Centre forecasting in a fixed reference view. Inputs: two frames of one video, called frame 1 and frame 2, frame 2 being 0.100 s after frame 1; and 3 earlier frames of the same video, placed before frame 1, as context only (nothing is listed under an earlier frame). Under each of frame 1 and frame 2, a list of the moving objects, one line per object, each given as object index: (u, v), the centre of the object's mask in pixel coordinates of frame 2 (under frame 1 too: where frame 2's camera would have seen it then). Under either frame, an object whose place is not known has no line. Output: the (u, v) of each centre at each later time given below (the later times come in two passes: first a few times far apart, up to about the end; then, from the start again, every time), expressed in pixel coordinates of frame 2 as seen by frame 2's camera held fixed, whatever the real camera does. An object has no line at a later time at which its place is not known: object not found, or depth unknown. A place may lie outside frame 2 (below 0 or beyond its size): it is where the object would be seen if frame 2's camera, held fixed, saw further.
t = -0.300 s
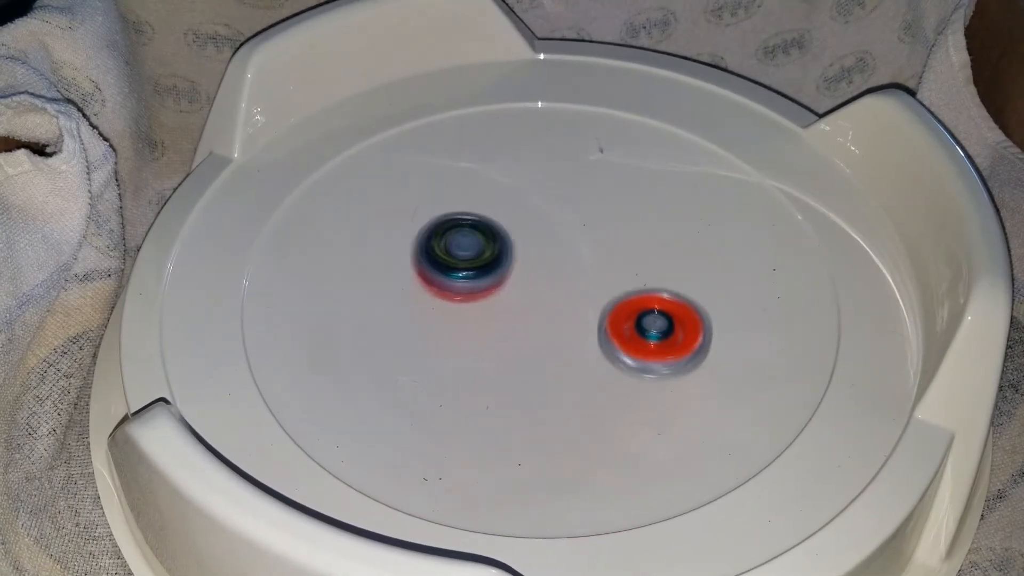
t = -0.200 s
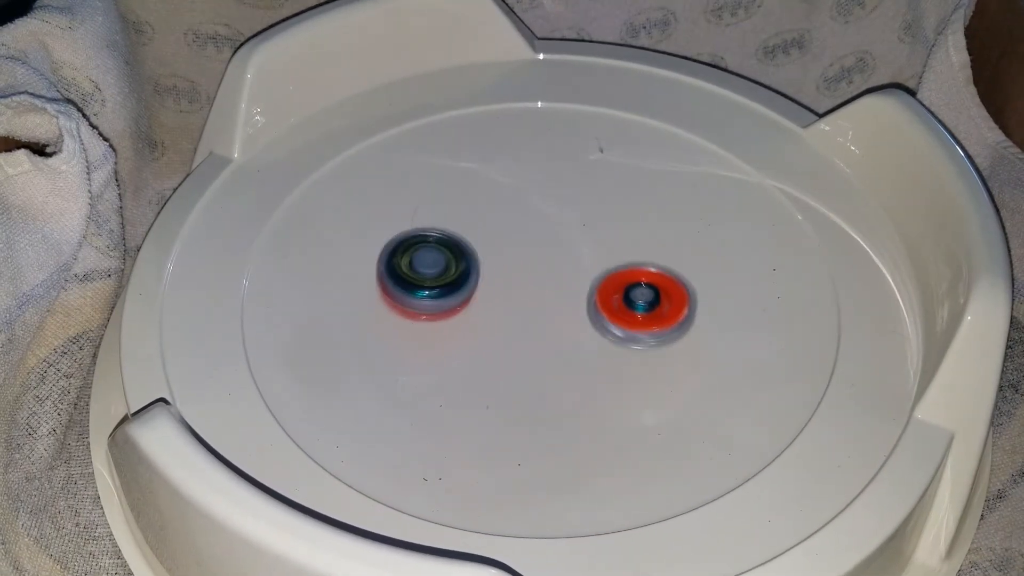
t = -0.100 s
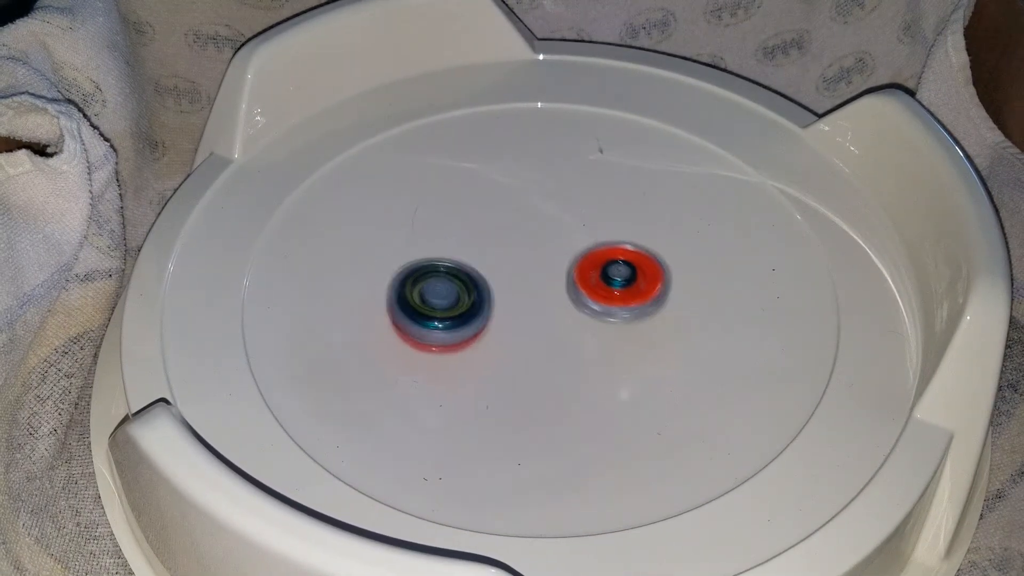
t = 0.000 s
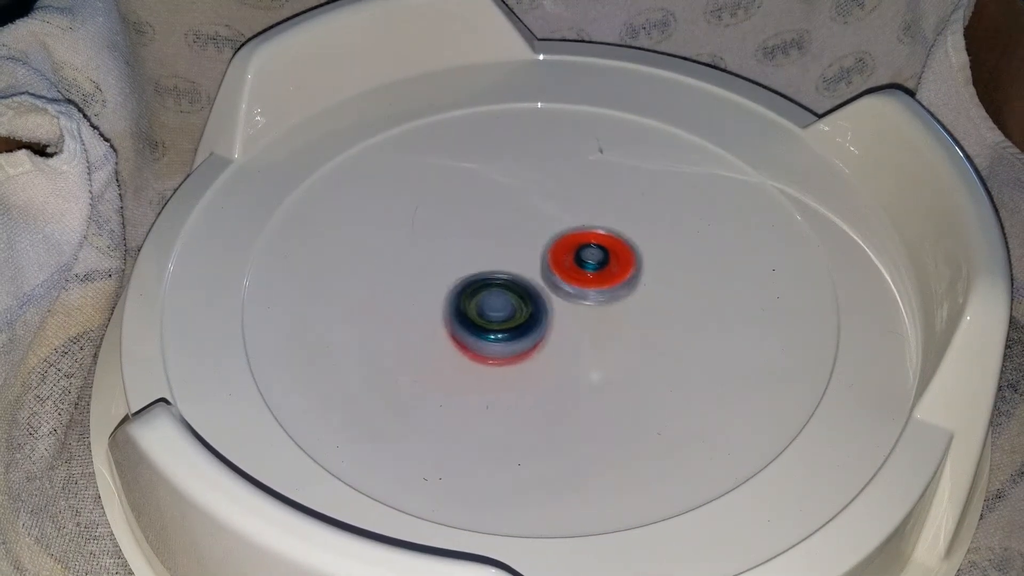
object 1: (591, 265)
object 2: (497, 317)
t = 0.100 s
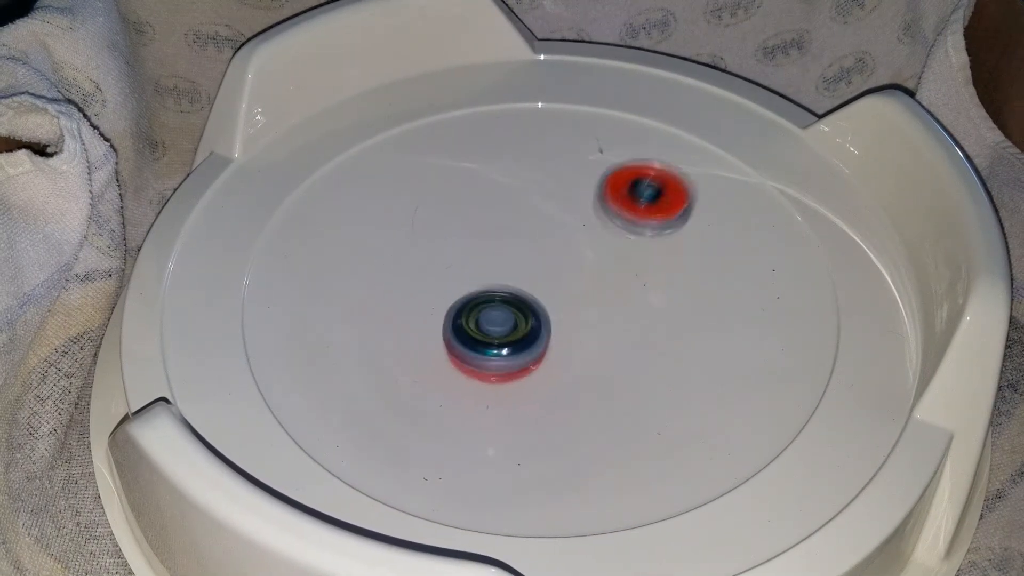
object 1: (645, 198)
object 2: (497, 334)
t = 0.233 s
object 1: (656, 139)
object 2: (513, 342)
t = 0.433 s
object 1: (567, 125)
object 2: (530, 295)
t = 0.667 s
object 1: (498, 171)
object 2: (467, 248)
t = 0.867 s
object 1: (500, 187)
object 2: (447, 326)
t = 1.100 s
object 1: (506, 253)
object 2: (574, 334)
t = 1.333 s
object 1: (457, 246)
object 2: (661, 274)
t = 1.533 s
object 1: (463, 289)
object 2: (592, 240)
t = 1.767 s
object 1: (457, 360)
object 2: (496, 254)
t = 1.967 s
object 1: (489, 407)
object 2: (471, 266)
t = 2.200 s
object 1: (537, 404)
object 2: (530, 296)
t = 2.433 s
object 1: (557, 360)
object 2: (585, 274)
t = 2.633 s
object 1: (534, 326)
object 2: (563, 240)
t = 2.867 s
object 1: (496, 316)
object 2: (508, 223)
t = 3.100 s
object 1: (486, 320)
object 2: (487, 235)
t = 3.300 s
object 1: (492, 325)
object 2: (509, 246)
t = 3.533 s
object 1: (506, 337)
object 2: (538, 252)
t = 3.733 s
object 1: (518, 336)
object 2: (568, 267)
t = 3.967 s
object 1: (519, 339)
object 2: (580, 265)
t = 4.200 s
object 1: (487, 345)
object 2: (569, 260)
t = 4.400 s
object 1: (485, 336)
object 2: (525, 256)
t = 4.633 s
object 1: (475, 348)
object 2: (508, 225)
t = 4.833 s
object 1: (501, 327)
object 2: (512, 231)
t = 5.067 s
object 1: (513, 336)
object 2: (522, 258)
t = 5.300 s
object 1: (501, 422)
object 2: (551, 153)
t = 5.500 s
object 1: (546, 398)
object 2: (538, 202)
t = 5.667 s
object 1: (564, 367)
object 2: (550, 245)
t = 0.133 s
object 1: (659, 176)
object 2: (499, 340)
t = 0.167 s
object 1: (665, 160)
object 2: (502, 344)
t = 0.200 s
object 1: (664, 148)
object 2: (506, 345)
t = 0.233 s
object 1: (656, 139)
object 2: (513, 342)
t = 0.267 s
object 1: (643, 132)
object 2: (521, 338)
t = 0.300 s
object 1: (629, 127)
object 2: (527, 333)
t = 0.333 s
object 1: (612, 123)
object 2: (529, 325)
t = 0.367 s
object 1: (597, 121)
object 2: (532, 316)
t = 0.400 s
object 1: (581, 121)
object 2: (532, 305)
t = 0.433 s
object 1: (567, 125)
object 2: (530, 295)
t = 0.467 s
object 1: (553, 129)
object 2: (525, 284)
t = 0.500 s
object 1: (541, 134)
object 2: (518, 275)
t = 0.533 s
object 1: (530, 140)
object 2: (509, 267)
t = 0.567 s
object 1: (520, 147)
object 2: (499, 259)
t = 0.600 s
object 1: (511, 154)
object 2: (489, 253)
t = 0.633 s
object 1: (503, 163)
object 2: (478, 249)
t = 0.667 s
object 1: (498, 171)
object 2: (467, 248)
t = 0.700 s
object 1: (500, 169)
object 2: (450, 258)
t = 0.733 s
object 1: (504, 166)
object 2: (441, 269)
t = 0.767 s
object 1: (504, 168)
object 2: (435, 284)
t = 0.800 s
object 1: (503, 172)
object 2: (434, 298)
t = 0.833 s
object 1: (501, 179)
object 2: (437, 312)
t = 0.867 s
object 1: (500, 187)
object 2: (447, 326)
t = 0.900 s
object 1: (498, 196)
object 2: (461, 337)
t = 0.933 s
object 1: (498, 207)
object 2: (478, 345)
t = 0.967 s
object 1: (498, 217)
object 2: (497, 350)
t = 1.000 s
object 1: (498, 227)
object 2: (518, 352)
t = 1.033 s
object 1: (500, 236)
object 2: (539, 349)
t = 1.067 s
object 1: (502, 244)
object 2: (558, 343)
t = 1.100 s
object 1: (506, 253)
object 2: (574, 334)
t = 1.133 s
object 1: (509, 261)
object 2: (585, 324)
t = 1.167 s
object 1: (506, 262)
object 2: (603, 314)
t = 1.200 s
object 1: (488, 250)
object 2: (622, 312)
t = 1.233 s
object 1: (474, 242)
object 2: (636, 304)
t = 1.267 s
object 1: (465, 239)
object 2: (648, 296)
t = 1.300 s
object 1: (459, 241)
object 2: (657, 285)
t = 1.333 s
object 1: (457, 246)
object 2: (661, 274)
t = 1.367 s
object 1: (455, 252)
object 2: (660, 264)
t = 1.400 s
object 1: (455, 259)
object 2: (654, 255)
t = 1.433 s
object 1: (456, 267)
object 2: (643, 247)
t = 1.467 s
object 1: (458, 274)
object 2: (628, 242)
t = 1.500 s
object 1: (459, 282)
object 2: (611, 239)
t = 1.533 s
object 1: (463, 289)
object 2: (592, 240)
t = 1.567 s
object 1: (466, 295)
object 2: (572, 241)
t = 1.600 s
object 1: (469, 301)
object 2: (553, 246)
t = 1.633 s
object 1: (470, 309)
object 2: (537, 250)
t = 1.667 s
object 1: (466, 319)
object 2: (525, 253)
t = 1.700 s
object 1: (466, 327)
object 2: (512, 256)
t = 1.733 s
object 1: (463, 341)
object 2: (501, 258)
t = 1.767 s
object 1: (457, 360)
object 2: (496, 254)
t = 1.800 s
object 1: (456, 377)
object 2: (488, 252)
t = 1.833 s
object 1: (459, 386)
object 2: (481, 253)
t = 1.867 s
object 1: (465, 394)
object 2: (476, 254)
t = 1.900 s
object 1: (472, 400)
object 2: (473, 256)
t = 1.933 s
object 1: (481, 404)
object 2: (471, 261)
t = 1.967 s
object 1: (489, 407)
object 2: (471, 266)
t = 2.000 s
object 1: (497, 410)
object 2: (473, 271)
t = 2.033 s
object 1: (506, 411)
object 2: (478, 278)
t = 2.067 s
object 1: (513, 412)
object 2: (486, 284)
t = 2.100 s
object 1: (520, 411)
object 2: (494, 288)
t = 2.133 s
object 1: (526, 409)
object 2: (505, 292)
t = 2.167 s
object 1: (532, 407)
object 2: (518, 295)
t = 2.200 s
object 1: (537, 404)
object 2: (530, 296)
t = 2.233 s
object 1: (542, 400)
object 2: (542, 296)
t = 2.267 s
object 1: (547, 395)
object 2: (554, 294)
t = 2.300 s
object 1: (550, 390)
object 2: (564, 292)
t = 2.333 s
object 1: (553, 383)
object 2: (573, 288)
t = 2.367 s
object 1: (555, 376)
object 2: (579, 284)
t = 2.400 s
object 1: (556, 369)
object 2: (583, 279)
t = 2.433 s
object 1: (557, 360)
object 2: (585, 274)
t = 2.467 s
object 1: (557, 352)
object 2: (584, 271)
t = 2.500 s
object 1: (555, 343)
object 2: (581, 267)
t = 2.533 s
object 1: (550, 340)
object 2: (579, 261)
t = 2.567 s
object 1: (544, 337)
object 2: (577, 252)
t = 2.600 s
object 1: (539, 332)
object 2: (572, 246)
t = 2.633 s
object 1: (534, 326)
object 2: (563, 240)
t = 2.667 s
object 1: (530, 320)
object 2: (556, 236)
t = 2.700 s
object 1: (526, 314)
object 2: (548, 235)
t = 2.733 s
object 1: (521, 310)
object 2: (539, 233)
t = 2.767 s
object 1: (515, 309)
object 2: (529, 232)
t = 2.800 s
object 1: (510, 308)
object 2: (521, 231)
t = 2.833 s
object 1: (502, 314)
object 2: (515, 226)
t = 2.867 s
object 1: (496, 316)
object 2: (508, 223)
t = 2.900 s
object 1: (492, 317)
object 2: (501, 222)
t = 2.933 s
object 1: (489, 316)
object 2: (494, 223)
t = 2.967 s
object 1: (488, 313)
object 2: (490, 225)
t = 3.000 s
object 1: (488, 312)
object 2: (486, 229)
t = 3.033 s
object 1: (488, 311)
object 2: (485, 232)
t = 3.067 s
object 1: (487, 317)
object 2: (484, 234)
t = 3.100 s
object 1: (486, 320)
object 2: (487, 235)
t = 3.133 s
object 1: (486, 320)
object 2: (488, 238)
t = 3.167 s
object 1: (487, 320)
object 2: (492, 239)
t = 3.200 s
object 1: (487, 320)
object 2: (494, 242)
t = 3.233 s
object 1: (488, 325)
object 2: (500, 243)
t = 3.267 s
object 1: (489, 325)
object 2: (503, 244)
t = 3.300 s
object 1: (492, 325)
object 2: (509, 246)
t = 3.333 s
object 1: (495, 326)
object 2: (511, 248)
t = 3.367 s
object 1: (497, 328)
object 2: (516, 247)
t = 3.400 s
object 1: (500, 329)
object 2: (520, 248)
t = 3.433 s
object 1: (503, 329)
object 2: (524, 250)
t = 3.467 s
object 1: (505, 329)
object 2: (528, 251)
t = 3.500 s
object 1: (505, 335)
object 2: (532, 252)
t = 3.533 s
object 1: (506, 337)
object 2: (538, 252)
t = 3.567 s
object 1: (508, 337)
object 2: (543, 254)
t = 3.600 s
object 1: (510, 336)
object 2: (549, 257)
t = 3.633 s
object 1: (514, 335)
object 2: (553, 262)
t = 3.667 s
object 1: (516, 336)
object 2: (559, 264)
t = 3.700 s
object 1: (516, 337)
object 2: (563, 265)
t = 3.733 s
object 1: (518, 336)
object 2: (568, 267)
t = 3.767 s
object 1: (518, 337)
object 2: (571, 267)
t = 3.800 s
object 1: (516, 341)
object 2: (576, 265)
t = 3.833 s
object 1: (515, 342)
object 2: (581, 265)
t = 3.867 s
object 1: (515, 342)
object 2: (579, 264)
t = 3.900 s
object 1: (516, 342)
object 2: (579, 265)
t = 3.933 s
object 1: (517, 341)
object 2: (579, 265)
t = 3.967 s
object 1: (519, 339)
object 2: (580, 265)
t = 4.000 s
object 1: (520, 337)
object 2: (581, 267)
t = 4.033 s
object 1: (521, 335)
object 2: (579, 266)
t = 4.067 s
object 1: (520, 332)
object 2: (578, 267)
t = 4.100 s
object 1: (507, 339)
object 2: (582, 263)
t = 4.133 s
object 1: (496, 344)
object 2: (583, 261)
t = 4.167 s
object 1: (490, 345)
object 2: (578, 261)
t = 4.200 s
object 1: (487, 345)
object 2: (569, 260)
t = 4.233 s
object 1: (485, 344)
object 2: (563, 259)
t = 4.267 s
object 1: (485, 343)
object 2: (560, 258)
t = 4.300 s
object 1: (484, 342)
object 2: (551, 256)
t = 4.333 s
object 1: (484, 341)
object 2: (541, 256)
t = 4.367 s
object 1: (485, 339)
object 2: (533, 256)
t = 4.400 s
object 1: (485, 336)
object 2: (525, 256)
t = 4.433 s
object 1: (485, 333)
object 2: (518, 257)
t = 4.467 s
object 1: (486, 331)
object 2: (512, 256)
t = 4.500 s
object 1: (482, 336)
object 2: (507, 253)
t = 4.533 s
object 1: (477, 344)
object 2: (507, 242)
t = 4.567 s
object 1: (474, 348)
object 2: (507, 236)
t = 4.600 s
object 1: (473, 349)
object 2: (508, 231)
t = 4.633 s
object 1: (475, 348)
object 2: (508, 225)
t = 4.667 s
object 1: (479, 345)
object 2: (507, 222)
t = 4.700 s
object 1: (484, 343)
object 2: (510, 221)
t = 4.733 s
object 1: (488, 339)
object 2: (512, 223)
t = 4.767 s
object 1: (493, 336)
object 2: (510, 225)
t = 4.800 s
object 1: (497, 332)
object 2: (509, 227)
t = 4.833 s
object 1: (501, 327)
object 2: (512, 231)
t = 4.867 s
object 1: (504, 322)
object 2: (514, 237)
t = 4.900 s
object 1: (507, 321)
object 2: (515, 242)
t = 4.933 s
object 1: (508, 326)
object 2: (517, 247)
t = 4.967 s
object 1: (508, 333)
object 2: (521, 251)
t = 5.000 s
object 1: (508, 337)
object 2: (525, 253)
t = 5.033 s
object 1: (510, 337)
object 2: (526, 256)
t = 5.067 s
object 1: (513, 336)
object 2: (522, 258)
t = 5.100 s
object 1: (500, 363)
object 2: (527, 238)
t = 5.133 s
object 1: (489, 387)
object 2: (531, 209)
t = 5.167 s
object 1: (482, 407)
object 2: (540, 194)
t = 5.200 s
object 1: (482, 416)
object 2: (542, 177)
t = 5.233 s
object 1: (485, 421)
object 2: (547, 162)
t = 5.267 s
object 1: (493, 422)
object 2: (551, 154)
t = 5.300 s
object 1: (501, 422)
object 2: (551, 153)
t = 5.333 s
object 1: (511, 420)
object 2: (552, 158)
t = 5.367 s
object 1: (520, 416)
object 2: (552, 166)
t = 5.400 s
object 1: (527, 412)
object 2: (548, 175)
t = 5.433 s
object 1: (535, 408)
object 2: (542, 185)
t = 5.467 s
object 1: (541, 403)
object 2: (538, 193)
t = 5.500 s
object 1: (546, 398)
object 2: (538, 202)
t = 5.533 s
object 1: (551, 394)
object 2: (538, 209)
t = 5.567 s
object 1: (554, 388)
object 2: (539, 219)
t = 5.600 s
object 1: (558, 381)
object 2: (543, 229)
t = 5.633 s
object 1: (561, 374)
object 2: (547, 237)
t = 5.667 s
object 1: (564, 367)
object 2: (550, 245)
